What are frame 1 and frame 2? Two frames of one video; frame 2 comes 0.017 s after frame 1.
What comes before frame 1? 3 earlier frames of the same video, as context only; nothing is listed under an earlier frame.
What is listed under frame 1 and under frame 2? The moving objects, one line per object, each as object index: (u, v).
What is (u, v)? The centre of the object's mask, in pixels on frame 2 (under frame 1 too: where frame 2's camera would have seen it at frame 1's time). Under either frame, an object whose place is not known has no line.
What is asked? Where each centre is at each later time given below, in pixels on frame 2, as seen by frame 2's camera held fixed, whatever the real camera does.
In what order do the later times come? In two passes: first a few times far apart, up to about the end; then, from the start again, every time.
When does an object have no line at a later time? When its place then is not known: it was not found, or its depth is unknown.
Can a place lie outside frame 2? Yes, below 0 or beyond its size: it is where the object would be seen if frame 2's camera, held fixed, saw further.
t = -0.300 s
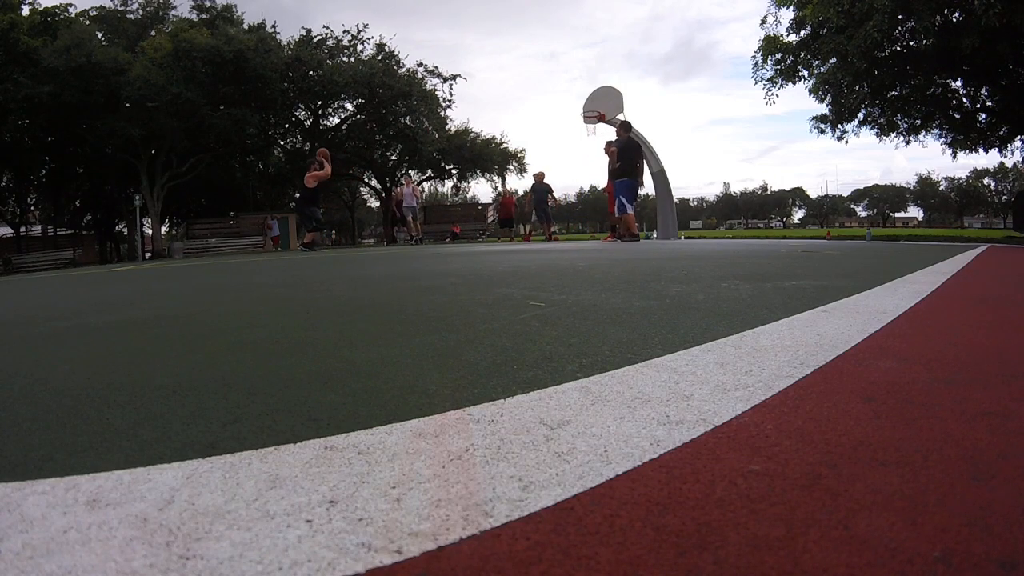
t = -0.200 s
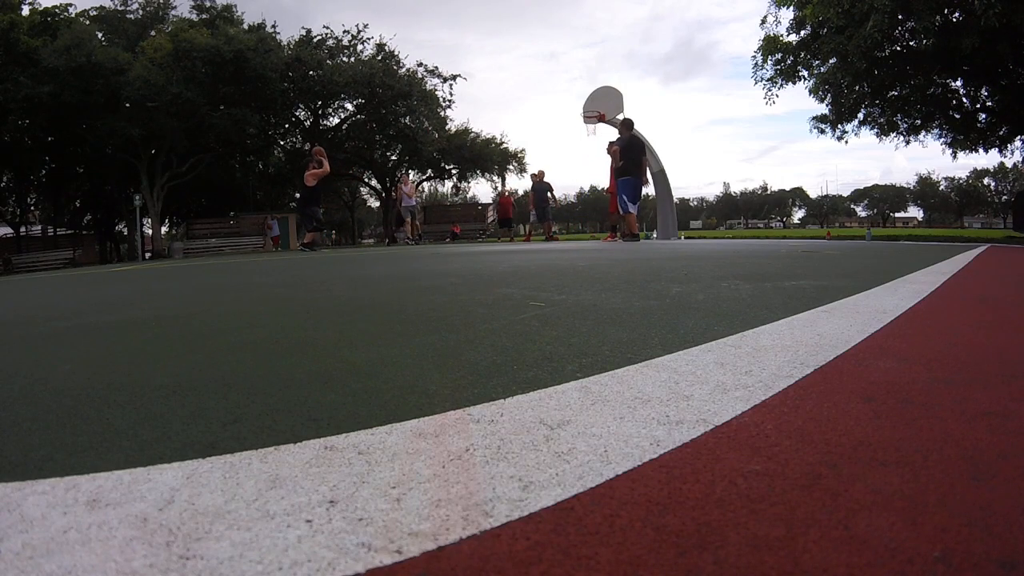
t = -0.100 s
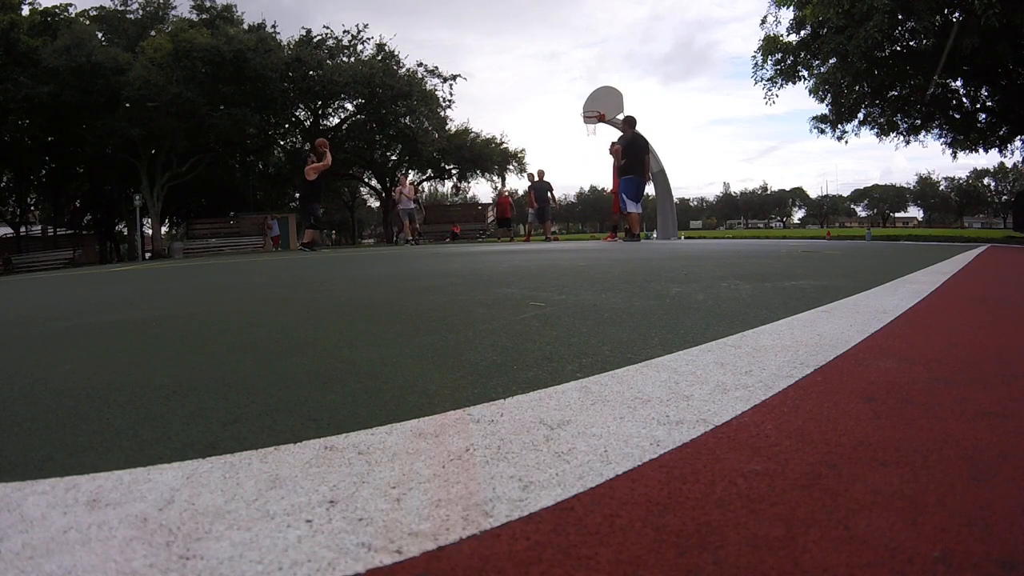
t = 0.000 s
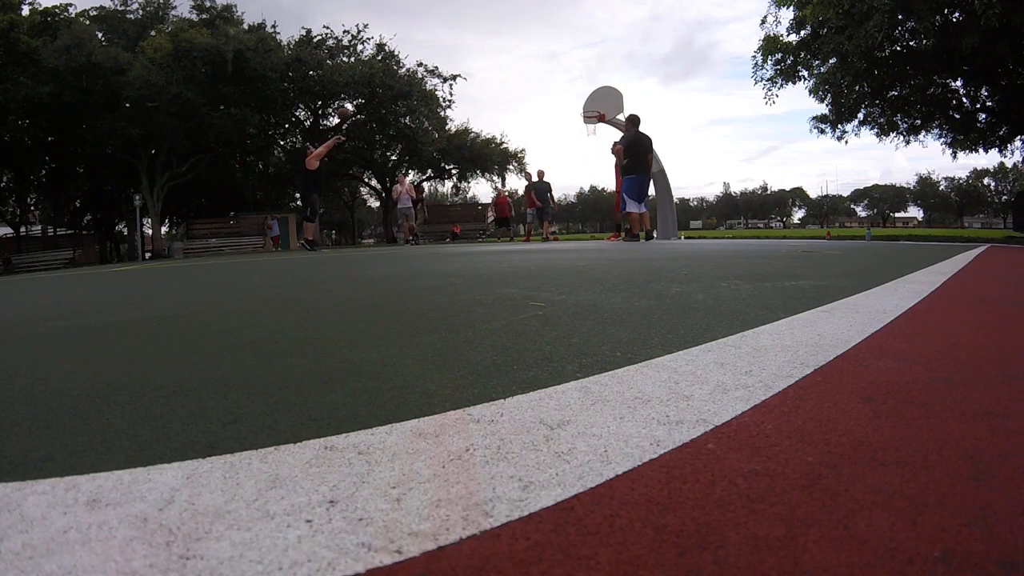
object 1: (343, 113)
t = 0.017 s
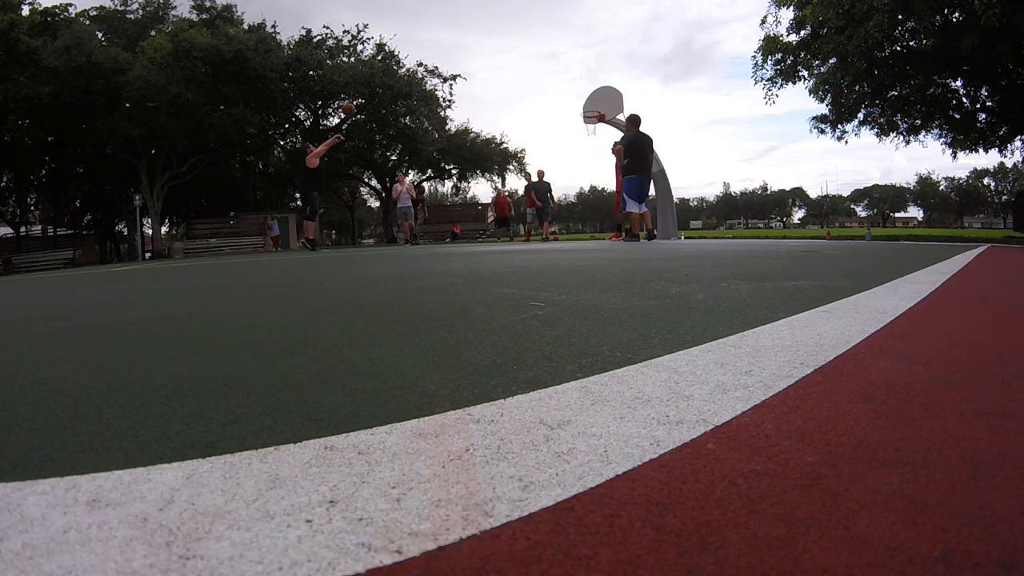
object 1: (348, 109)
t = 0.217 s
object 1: (398, 65)
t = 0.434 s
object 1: (448, 42)
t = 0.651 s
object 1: (492, 44)
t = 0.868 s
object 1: (534, 64)
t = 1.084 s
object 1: (572, 102)
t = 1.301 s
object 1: (543, 108)
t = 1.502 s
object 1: (505, 119)
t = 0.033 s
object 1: (352, 104)
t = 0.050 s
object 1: (357, 98)
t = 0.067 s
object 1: (361, 94)
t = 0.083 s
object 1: (365, 90)
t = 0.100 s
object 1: (369, 87)
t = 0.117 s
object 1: (373, 83)
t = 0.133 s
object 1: (377, 80)
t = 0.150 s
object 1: (381, 76)
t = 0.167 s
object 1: (384, 73)
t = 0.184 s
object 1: (389, 71)
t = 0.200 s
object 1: (393, 67)
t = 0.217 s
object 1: (398, 65)
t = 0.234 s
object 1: (401, 61)
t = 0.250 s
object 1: (405, 59)
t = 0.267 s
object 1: (410, 57)
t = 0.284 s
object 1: (414, 55)
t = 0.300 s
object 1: (418, 53)
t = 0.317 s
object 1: (421, 51)
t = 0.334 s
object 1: (425, 49)
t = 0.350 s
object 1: (429, 48)
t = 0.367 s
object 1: (433, 46)
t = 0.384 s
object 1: (436, 45)
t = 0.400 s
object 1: (440, 44)
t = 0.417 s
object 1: (444, 43)
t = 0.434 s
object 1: (448, 42)
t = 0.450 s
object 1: (451, 42)
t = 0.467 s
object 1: (455, 41)
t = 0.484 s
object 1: (458, 41)
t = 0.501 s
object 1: (462, 41)
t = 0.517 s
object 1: (465, 41)
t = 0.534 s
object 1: (469, 41)
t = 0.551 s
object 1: (472, 41)
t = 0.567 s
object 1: (476, 41)
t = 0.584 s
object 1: (479, 41)
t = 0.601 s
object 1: (483, 42)
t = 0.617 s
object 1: (486, 42)
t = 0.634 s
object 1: (489, 43)
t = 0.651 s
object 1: (492, 44)
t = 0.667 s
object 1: (496, 45)
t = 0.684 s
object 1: (499, 45)
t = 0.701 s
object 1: (503, 47)
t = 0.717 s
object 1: (506, 48)
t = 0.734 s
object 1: (509, 49)
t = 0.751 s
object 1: (512, 51)
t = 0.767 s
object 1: (515, 52)
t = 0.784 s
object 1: (518, 54)
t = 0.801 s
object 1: (522, 56)
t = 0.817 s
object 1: (525, 58)
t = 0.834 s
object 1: (528, 60)
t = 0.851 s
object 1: (531, 62)
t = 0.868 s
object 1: (534, 64)
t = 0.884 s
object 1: (536, 64)
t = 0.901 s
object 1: (539, 67)
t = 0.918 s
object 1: (543, 70)
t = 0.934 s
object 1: (546, 74)
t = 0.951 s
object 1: (549, 77)
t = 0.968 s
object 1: (552, 80)
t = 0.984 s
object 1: (555, 83)
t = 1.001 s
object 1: (558, 86)
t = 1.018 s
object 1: (561, 89)
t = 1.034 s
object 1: (563, 92)
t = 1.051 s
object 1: (566, 95)
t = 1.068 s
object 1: (569, 99)
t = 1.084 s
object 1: (572, 102)
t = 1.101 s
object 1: (575, 107)
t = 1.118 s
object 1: (577, 110)
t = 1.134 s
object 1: (575, 110)
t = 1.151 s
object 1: (572, 109)
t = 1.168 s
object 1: (569, 109)
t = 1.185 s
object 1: (565, 108)
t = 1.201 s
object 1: (562, 108)
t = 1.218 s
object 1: (559, 107)
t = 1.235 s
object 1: (556, 107)
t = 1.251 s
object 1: (552, 107)
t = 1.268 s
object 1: (549, 107)
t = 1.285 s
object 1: (546, 107)
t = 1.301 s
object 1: (543, 108)
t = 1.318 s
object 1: (540, 108)
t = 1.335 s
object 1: (537, 108)
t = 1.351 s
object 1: (533, 109)
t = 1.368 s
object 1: (530, 110)
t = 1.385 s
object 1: (527, 110)
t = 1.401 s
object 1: (524, 111)
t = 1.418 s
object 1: (521, 112)
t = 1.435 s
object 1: (518, 113)
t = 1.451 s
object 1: (515, 115)
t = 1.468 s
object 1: (511, 116)
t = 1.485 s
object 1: (508, 117)
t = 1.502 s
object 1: (505, 119)
